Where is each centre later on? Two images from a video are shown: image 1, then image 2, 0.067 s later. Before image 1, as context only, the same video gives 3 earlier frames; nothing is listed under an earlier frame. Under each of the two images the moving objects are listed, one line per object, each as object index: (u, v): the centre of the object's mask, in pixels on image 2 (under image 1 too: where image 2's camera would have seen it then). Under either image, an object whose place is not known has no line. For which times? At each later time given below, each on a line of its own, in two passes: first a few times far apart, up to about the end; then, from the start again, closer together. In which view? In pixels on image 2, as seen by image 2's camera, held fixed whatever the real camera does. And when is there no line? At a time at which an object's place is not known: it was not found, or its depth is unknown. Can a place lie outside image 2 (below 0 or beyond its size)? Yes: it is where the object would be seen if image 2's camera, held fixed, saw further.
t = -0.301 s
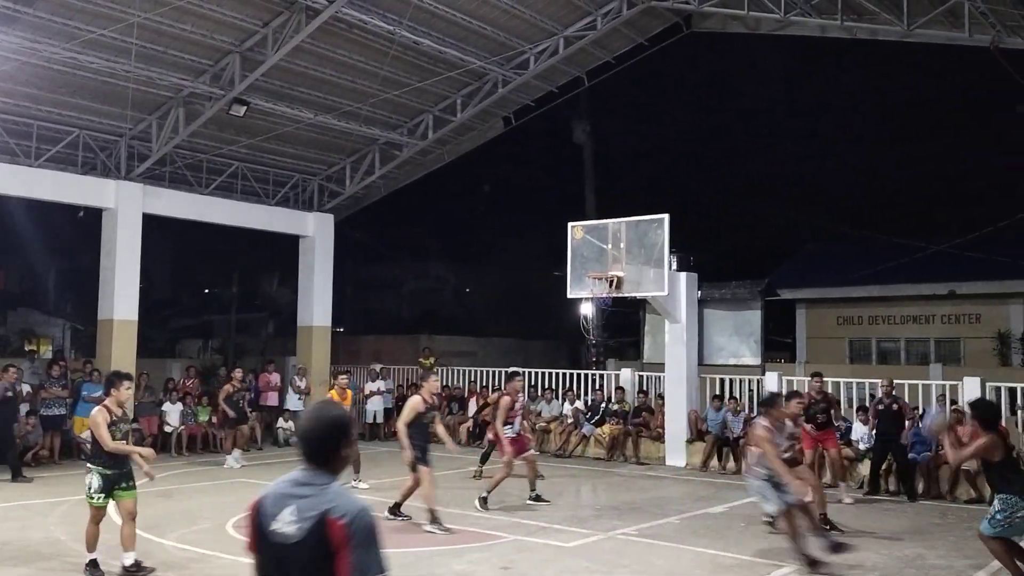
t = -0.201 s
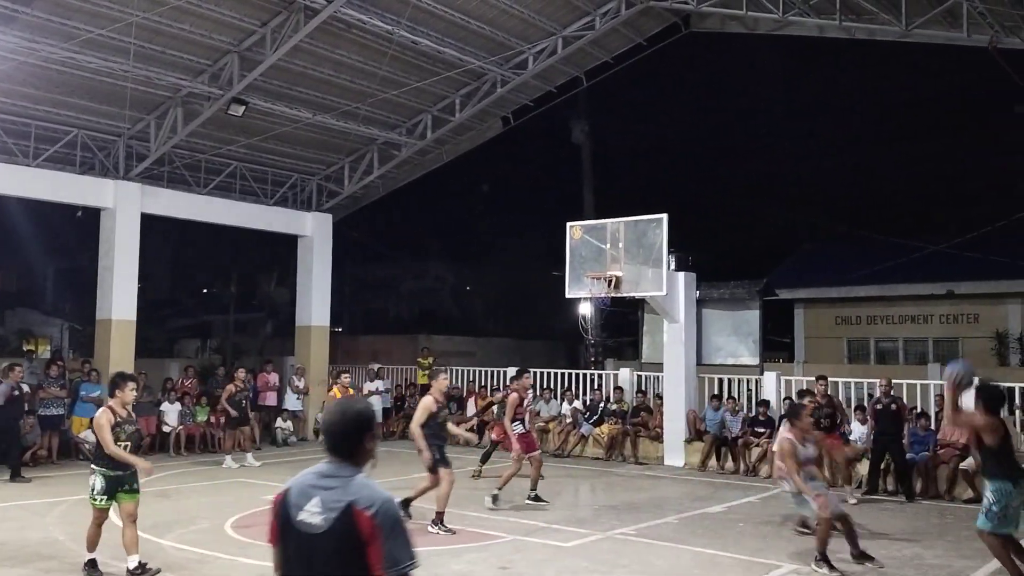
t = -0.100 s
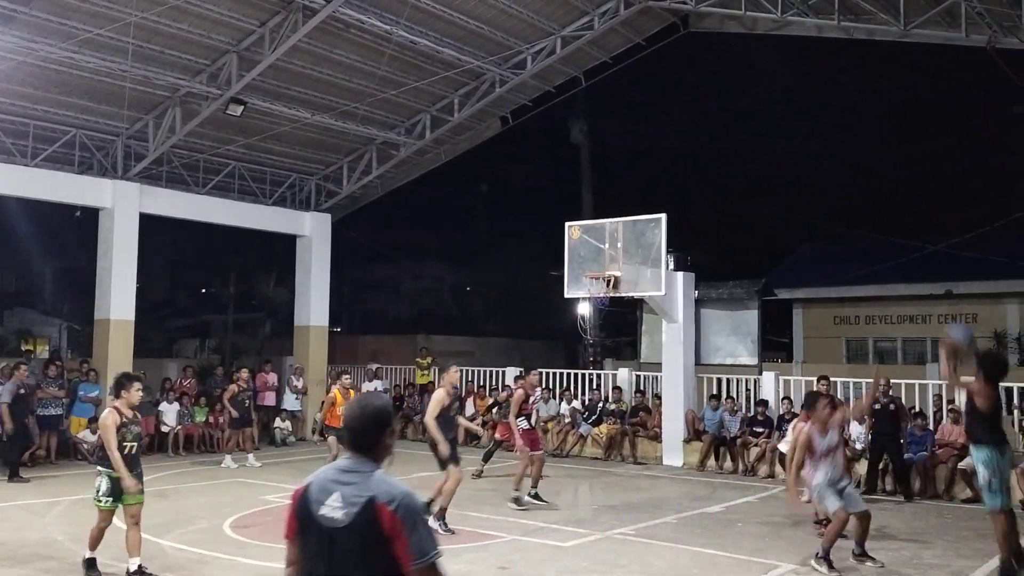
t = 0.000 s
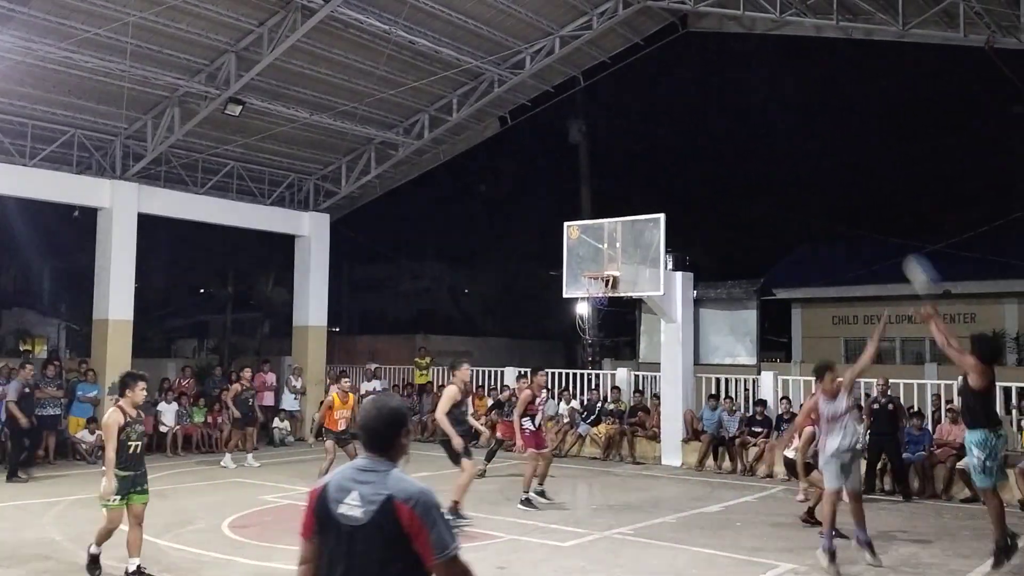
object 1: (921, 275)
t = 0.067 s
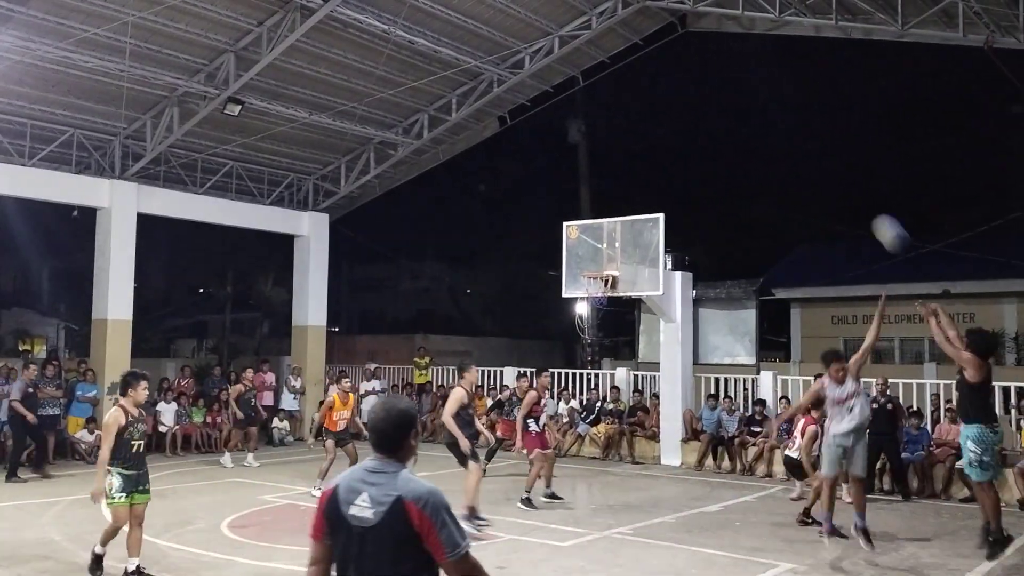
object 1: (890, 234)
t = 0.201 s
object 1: (836, 175)
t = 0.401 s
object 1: (769, 130)
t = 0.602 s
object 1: (716, 125)
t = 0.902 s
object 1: (653, 171)
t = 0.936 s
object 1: (647, 179)
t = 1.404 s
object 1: (604, 232)
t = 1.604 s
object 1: (603, 221)
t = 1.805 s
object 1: (603, 232)
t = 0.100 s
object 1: (875, 216)
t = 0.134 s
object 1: (862, 201)
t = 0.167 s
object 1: (849, 187)
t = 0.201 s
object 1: (836, 175)
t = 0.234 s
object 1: (823, 163)
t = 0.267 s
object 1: (812, 154)
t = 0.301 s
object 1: (801, 146)
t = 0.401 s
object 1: (769, 130)
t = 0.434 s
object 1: (760, 127)
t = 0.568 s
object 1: (724, 124)
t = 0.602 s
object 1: (716, 125)
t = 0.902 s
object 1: (653, 171)
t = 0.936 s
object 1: (647, 179)
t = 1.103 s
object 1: (619, 229)
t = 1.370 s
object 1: (604, 237)
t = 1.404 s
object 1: (604, 232)
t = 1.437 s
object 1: (603, 230)
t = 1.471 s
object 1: (603, 227)
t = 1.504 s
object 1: (603, 223)
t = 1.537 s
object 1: (603, 222)
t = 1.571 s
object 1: (603, 221)
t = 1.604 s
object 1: (603, 221)
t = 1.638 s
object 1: (603, 221)
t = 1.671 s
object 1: (603, 222)
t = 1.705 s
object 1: (603, 224)
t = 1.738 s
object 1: (603, 226)
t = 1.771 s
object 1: (603, 229)
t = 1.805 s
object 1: (603, 232)
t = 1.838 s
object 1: (603, 236)
